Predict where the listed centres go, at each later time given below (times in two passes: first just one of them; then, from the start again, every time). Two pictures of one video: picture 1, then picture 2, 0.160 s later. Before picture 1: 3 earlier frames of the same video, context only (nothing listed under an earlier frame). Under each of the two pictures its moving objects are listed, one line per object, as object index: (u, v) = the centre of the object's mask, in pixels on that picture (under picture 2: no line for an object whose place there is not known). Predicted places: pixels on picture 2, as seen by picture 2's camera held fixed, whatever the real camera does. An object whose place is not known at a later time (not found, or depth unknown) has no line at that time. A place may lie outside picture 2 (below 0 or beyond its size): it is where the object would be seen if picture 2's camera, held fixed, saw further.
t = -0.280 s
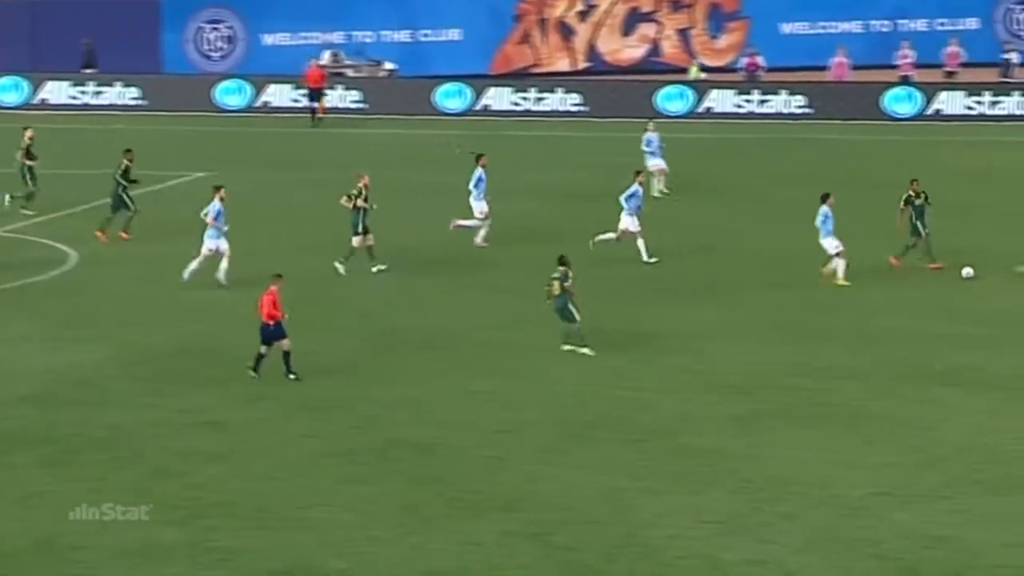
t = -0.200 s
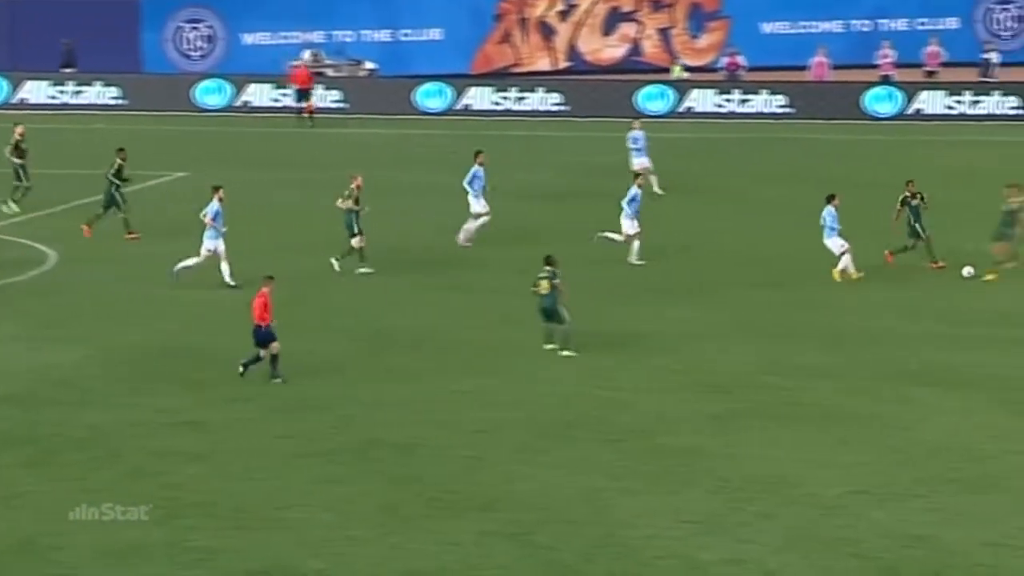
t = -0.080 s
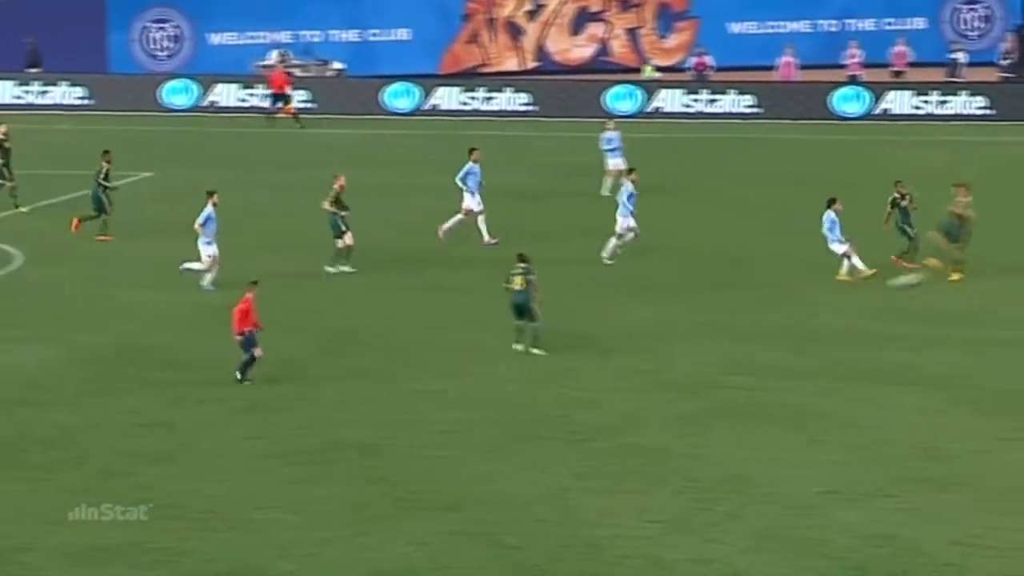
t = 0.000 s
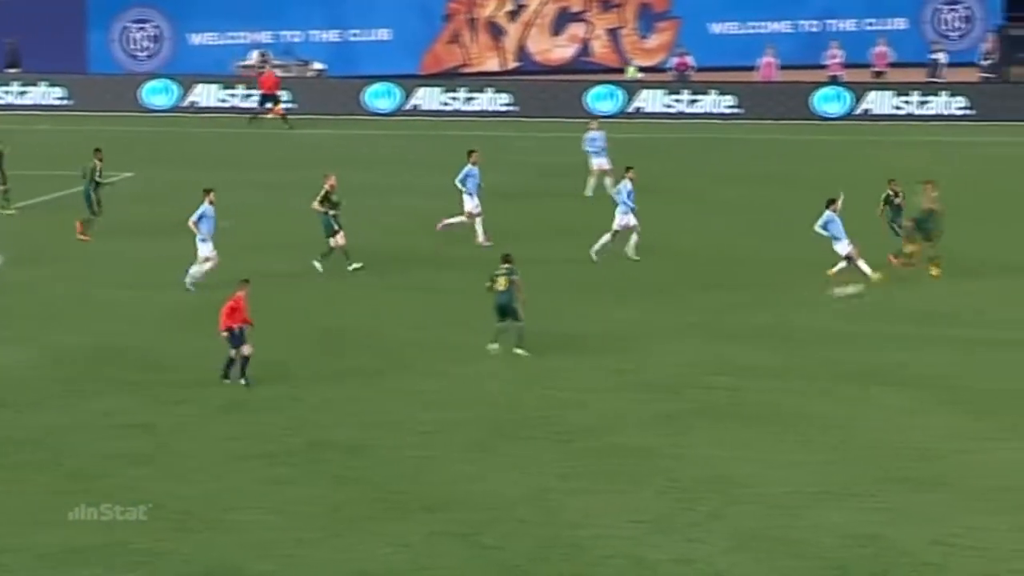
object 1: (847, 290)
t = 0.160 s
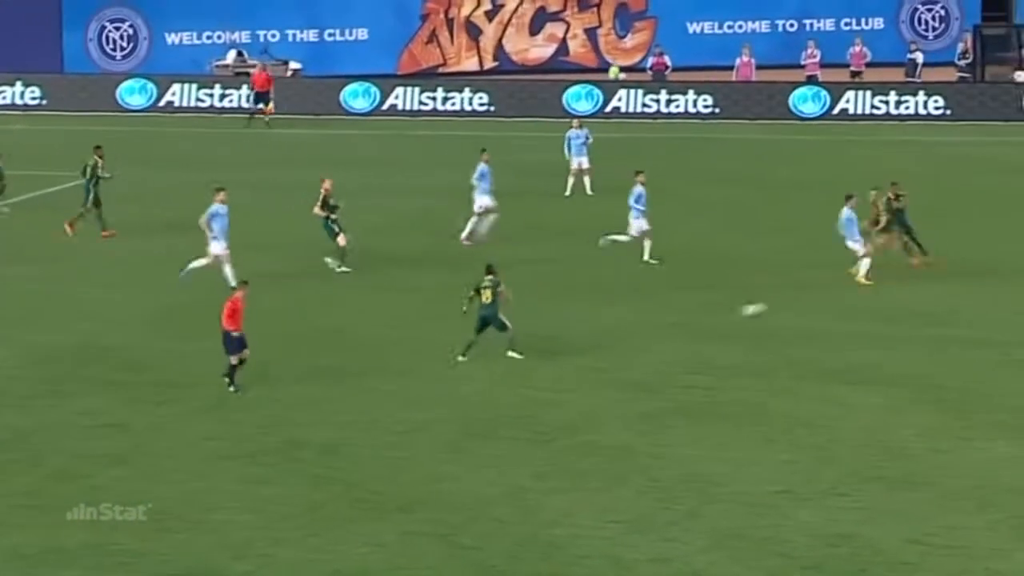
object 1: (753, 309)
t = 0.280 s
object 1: (704, 323)
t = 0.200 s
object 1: (736, 313)
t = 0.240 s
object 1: (720, 318)
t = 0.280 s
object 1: (704, 323)
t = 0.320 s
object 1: (689, 328)
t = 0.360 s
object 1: (675, 331)
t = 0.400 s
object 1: (660, 335)
